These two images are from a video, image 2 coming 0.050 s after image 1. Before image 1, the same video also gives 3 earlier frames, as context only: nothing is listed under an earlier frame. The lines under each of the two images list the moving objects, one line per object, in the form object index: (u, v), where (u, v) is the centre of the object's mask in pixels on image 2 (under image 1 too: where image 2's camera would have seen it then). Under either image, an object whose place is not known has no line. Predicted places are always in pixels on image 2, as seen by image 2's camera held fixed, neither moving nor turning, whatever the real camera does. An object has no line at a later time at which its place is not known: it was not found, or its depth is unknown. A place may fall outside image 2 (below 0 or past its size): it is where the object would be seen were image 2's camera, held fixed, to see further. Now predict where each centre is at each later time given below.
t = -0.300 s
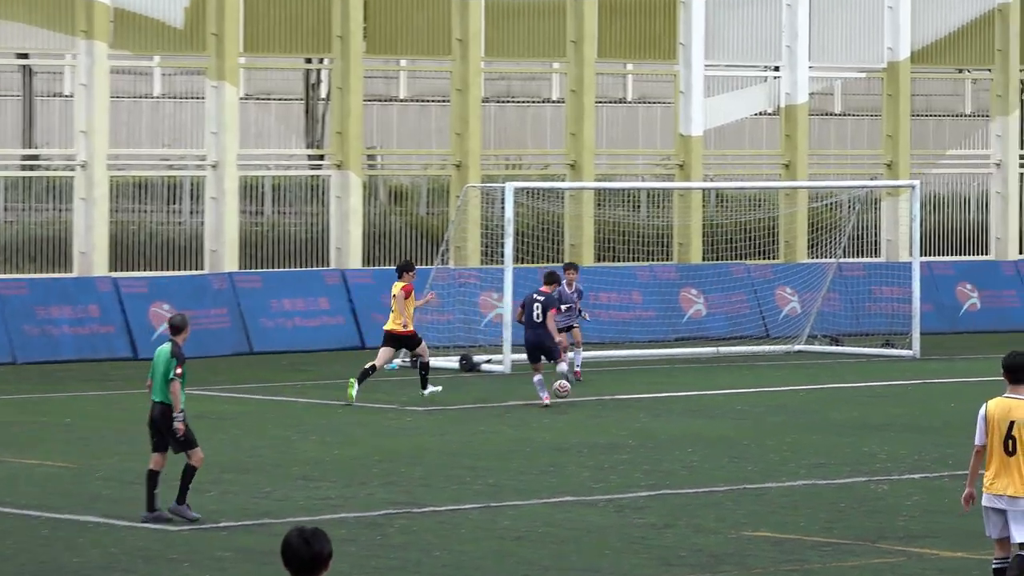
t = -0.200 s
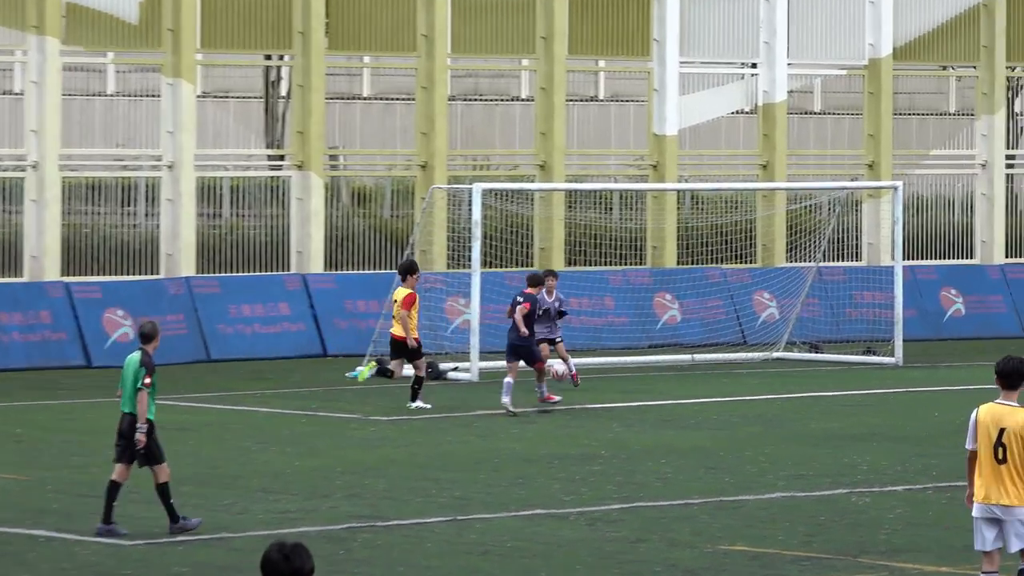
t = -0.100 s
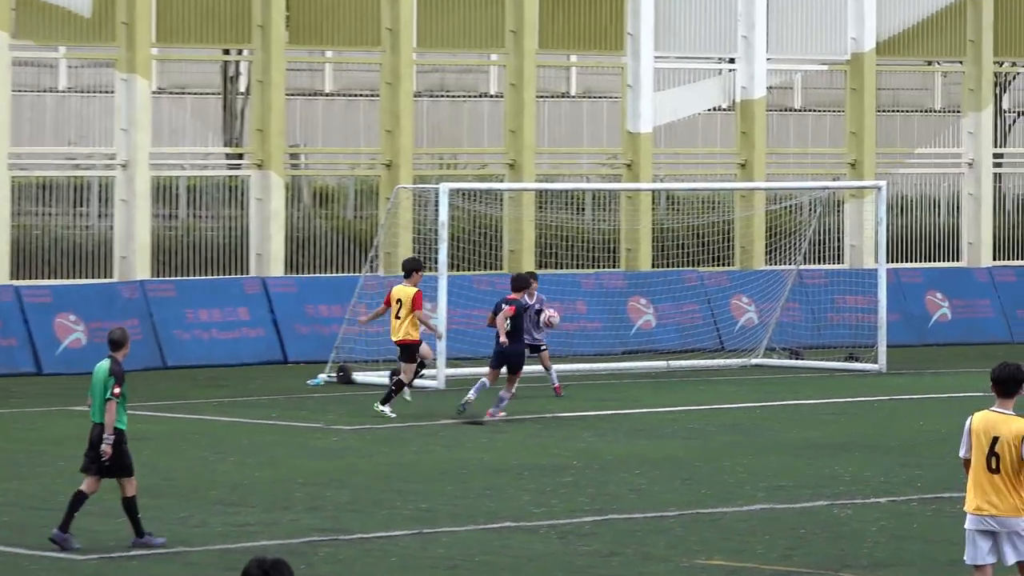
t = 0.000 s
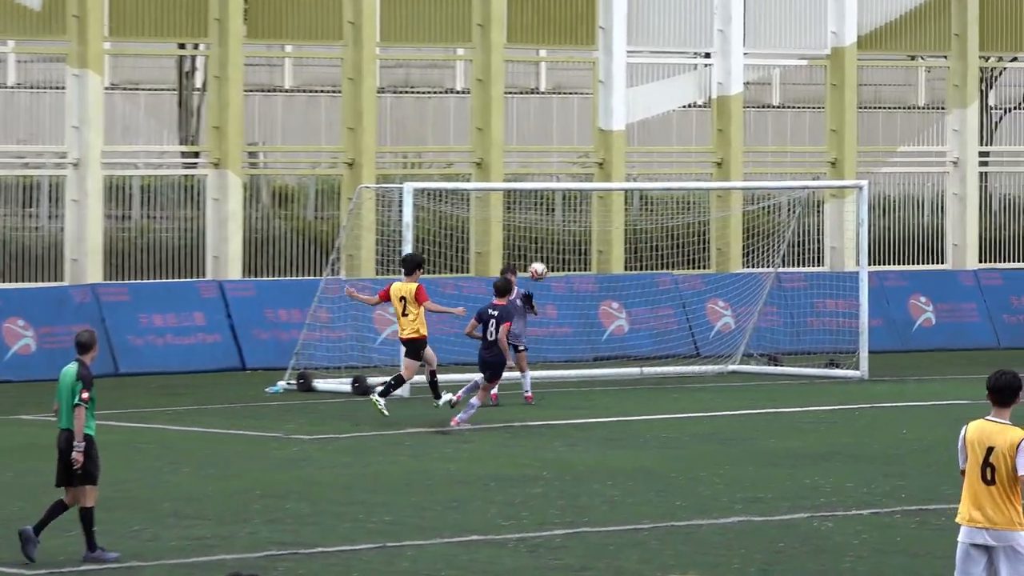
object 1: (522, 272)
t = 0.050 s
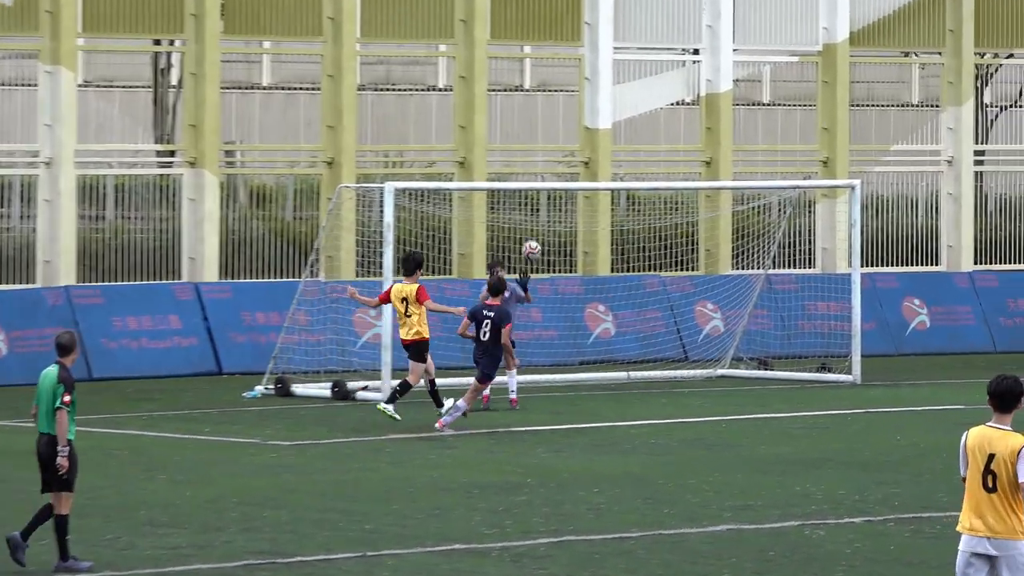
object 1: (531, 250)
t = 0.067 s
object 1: (534, 243)
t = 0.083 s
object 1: (537, 236)
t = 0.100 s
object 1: (540, 230)
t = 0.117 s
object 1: (543, 223)
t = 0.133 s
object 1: (545, 217)
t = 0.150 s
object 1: (548, 212)
